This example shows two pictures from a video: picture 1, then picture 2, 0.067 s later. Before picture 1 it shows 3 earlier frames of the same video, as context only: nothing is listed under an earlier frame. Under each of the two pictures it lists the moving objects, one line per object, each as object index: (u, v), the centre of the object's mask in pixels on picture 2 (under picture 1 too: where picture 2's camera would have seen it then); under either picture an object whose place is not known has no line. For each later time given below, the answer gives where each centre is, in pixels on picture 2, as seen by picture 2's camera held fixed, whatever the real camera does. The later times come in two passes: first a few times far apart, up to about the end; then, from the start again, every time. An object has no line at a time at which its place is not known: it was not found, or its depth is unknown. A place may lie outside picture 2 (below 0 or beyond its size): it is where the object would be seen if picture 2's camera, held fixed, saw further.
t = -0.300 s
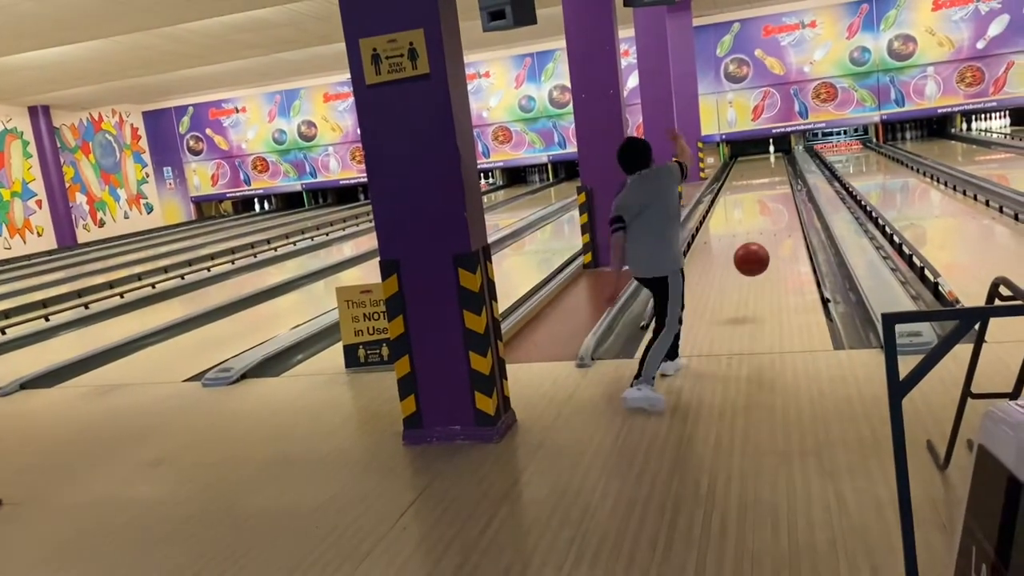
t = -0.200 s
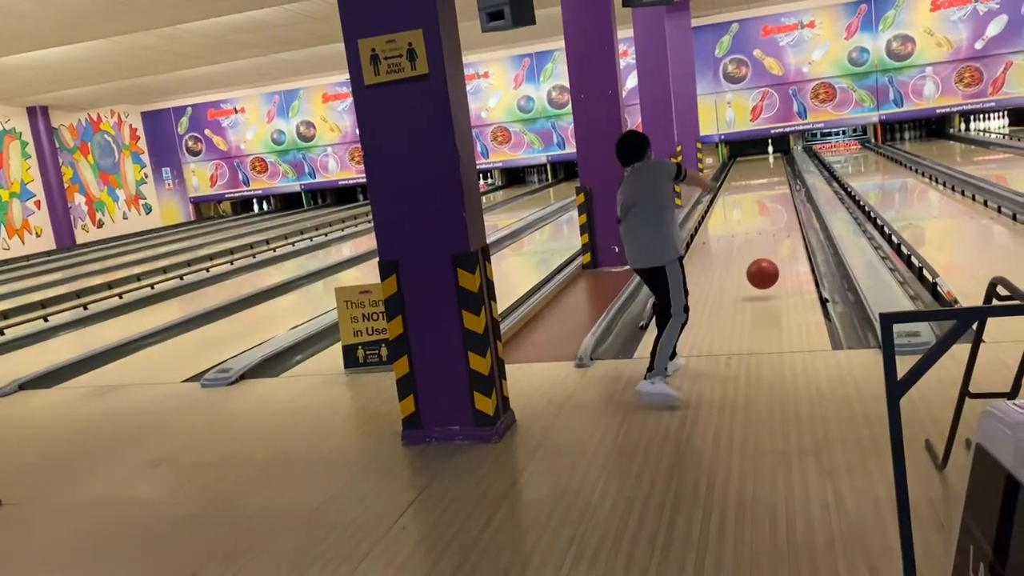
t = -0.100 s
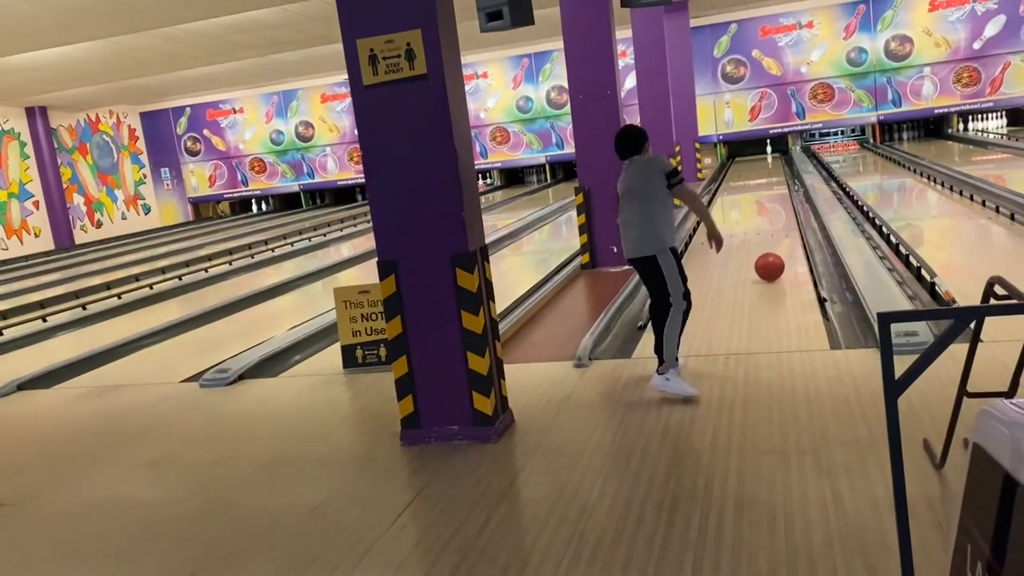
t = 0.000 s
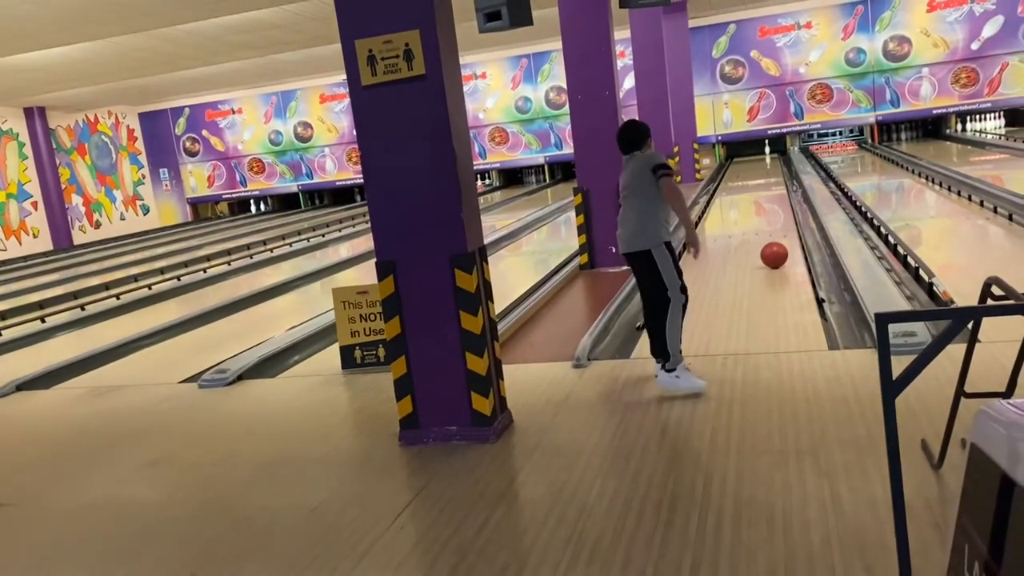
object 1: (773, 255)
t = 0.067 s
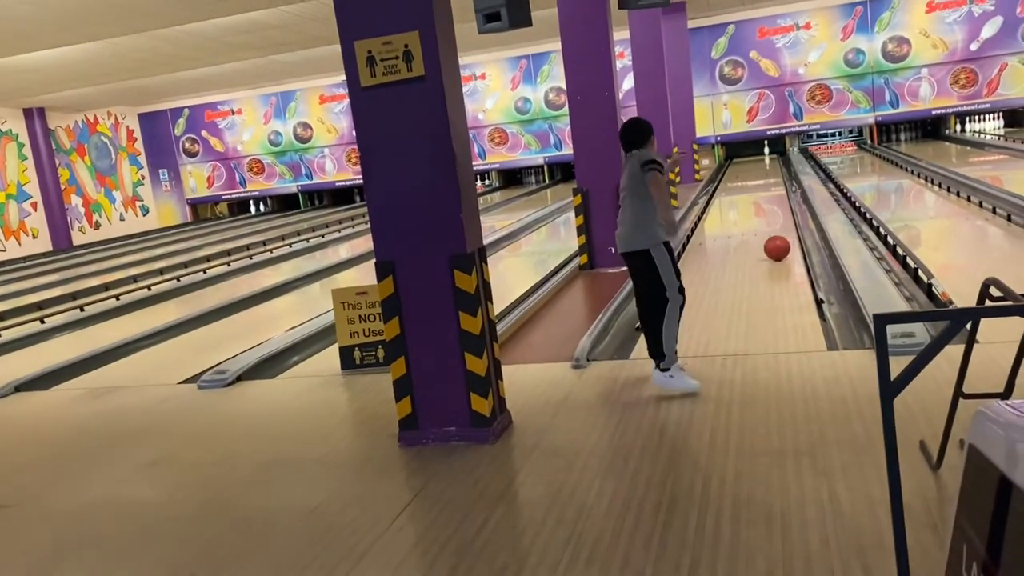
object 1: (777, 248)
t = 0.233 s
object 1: (784, 232)
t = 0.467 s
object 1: (782, 217)
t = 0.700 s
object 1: (774, 207)
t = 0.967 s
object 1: (768, 198)
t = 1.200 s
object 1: (764, 192)
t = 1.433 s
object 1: (760, 188)
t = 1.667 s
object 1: (755, 183)
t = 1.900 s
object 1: (752, 179)
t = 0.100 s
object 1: (778, 244)
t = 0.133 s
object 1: (780, 241)
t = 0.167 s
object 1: (781, 238)
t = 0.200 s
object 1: (783, 235)
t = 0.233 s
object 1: (784, 232)
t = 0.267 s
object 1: (785, 229)
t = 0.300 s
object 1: (786, 227)
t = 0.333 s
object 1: (787, 224)
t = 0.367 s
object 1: (786, 223)
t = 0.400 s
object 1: (785, 220)
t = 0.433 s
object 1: (783, 219)
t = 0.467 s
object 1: (782, 217)
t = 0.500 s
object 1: (781, 215)
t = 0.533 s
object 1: (780, 213)
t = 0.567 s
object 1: (779, 212)
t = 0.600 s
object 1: (777, 211)
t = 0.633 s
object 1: (777, 209)
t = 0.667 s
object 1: (775, 208)
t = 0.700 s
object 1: (774, 207)
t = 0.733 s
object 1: (774, 206)
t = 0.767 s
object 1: (773, 205)
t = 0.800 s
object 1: (772, 203)
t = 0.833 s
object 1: (771, 202)
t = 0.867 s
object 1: (771, 201)
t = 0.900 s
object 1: (770, 200)
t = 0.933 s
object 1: (769, 199)
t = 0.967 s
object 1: (768, 198)
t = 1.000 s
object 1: (768, 198)
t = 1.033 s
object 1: (767, 197)
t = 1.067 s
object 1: (767, 196)
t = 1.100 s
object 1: (766, 195)
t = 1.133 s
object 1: (765, 194)
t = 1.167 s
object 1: (765, 193)
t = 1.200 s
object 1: (764, 192)
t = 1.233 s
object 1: (763, 192)
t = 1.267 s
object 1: (763, 191)
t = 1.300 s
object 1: (763, 190)
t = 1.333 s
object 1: (762, 190)
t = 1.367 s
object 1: (761, 189)
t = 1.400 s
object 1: (761, 188)
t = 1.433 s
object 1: (760, 188)
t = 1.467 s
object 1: (760, 187)
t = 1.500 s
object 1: (759, 186)
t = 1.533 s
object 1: (758, 186)
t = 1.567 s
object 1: (757, 185)
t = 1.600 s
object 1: (757, 184)
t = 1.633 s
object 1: (757, 184)
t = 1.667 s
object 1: (755, 183)
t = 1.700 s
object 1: (755, 183)
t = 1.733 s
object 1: (755, 182)
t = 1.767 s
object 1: (754, 182)
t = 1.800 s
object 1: (753, 180)
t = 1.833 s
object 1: (753, 180)
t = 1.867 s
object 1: (752, 179)
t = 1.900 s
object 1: (752, 179)
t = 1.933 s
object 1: (752, 178)
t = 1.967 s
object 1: (752, 178)
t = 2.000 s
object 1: (751, 178)
